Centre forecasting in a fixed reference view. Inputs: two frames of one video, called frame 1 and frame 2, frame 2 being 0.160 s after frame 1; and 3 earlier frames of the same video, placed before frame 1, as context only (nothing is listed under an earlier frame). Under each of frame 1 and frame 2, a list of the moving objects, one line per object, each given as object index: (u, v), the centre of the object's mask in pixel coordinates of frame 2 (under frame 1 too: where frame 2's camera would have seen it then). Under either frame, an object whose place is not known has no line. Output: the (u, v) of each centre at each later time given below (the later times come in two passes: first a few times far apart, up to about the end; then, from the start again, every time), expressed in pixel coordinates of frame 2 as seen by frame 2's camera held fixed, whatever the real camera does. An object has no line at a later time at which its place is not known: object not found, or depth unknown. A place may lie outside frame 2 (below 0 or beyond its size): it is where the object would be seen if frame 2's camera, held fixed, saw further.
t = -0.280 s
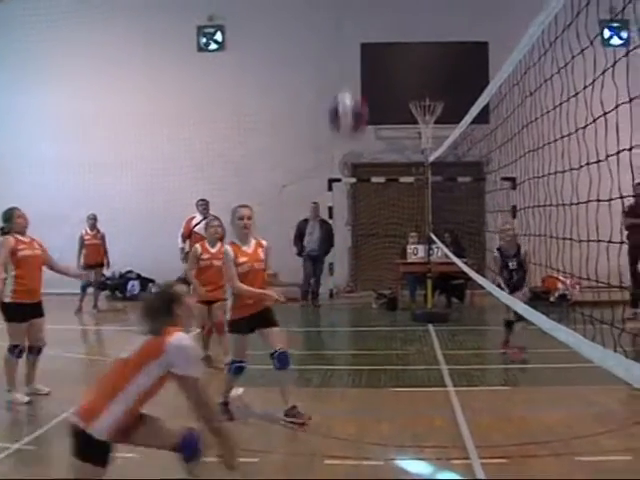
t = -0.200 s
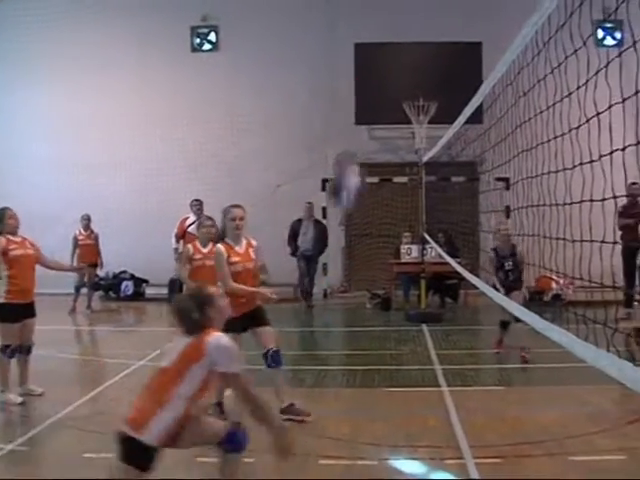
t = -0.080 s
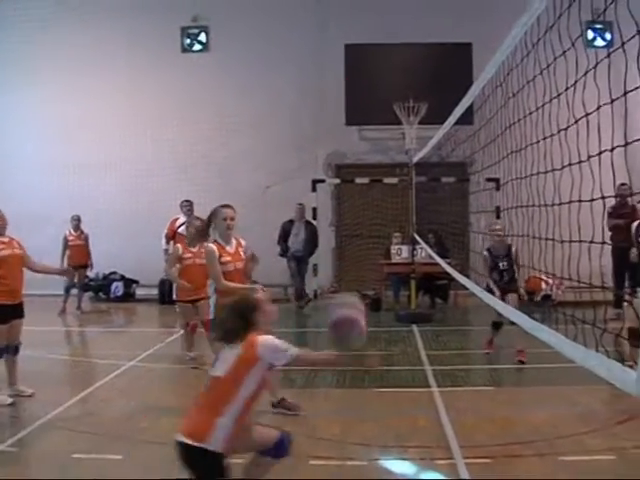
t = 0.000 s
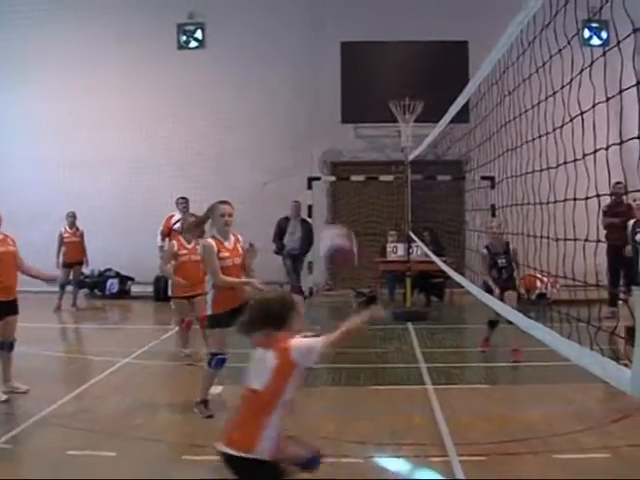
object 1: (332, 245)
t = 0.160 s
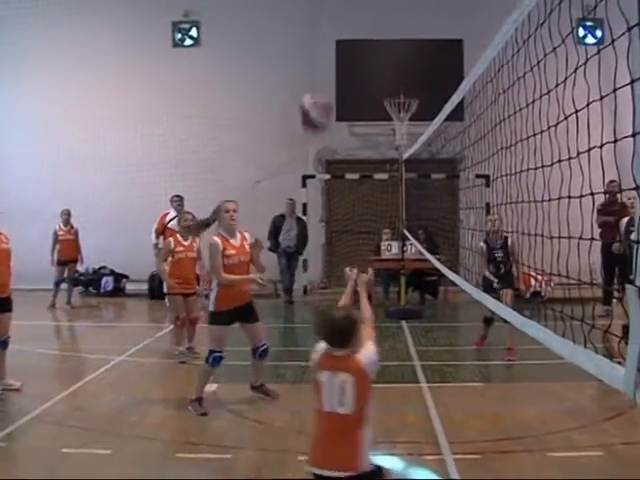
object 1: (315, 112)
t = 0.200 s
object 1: (313, 90)
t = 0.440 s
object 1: (297, 20)
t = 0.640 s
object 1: (286, 31)
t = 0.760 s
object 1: (281, 61)
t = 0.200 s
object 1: (313, 90)
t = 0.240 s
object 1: (310, 71)
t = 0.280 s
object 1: (307, 55)
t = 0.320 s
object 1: (304, 42)
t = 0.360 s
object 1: (301, 31)
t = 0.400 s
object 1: (299, 24)
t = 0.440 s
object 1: (297, 20)
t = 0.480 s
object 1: (295, 18)
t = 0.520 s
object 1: (293, 18)
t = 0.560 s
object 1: (290, 21)
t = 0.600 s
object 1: (288, 25)
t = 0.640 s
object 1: (286, 31)
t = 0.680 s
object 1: (284, 39)
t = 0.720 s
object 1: (283, 49)
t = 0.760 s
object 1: (281, 61)
